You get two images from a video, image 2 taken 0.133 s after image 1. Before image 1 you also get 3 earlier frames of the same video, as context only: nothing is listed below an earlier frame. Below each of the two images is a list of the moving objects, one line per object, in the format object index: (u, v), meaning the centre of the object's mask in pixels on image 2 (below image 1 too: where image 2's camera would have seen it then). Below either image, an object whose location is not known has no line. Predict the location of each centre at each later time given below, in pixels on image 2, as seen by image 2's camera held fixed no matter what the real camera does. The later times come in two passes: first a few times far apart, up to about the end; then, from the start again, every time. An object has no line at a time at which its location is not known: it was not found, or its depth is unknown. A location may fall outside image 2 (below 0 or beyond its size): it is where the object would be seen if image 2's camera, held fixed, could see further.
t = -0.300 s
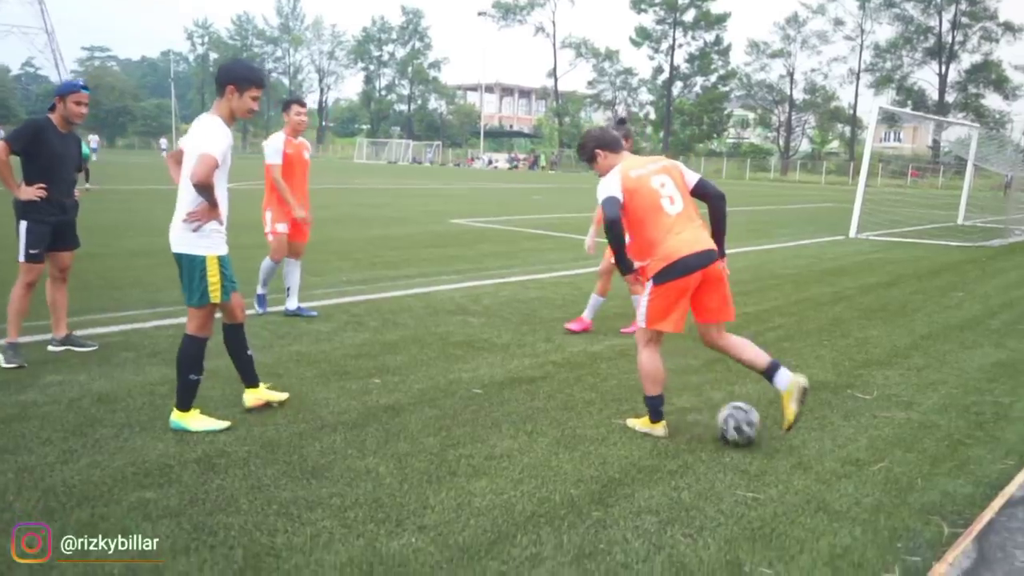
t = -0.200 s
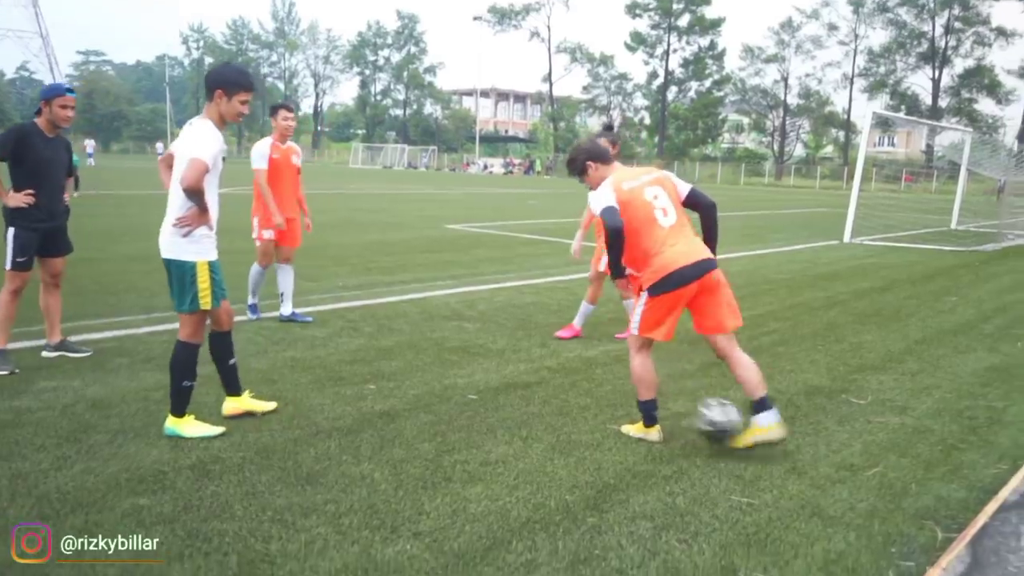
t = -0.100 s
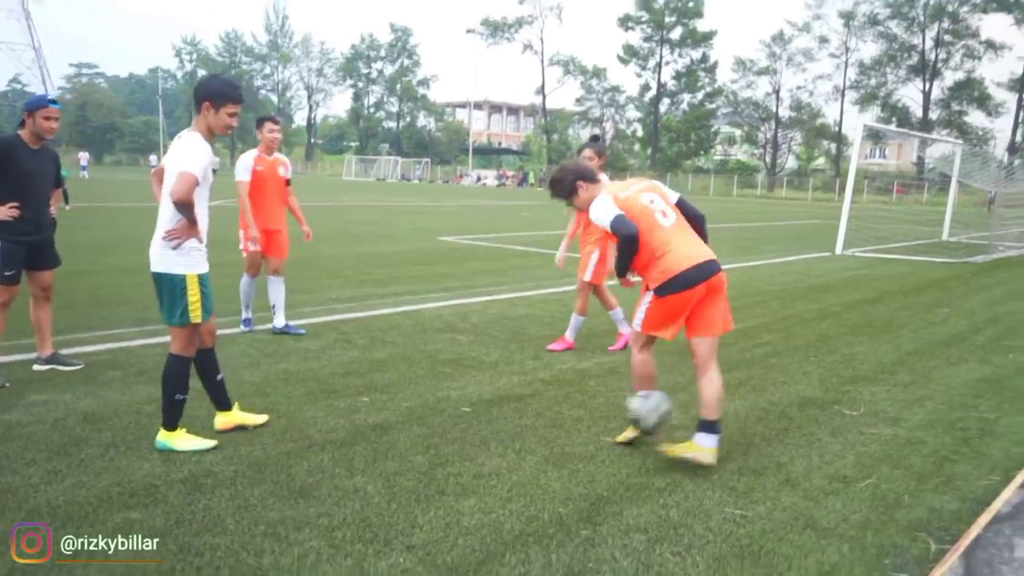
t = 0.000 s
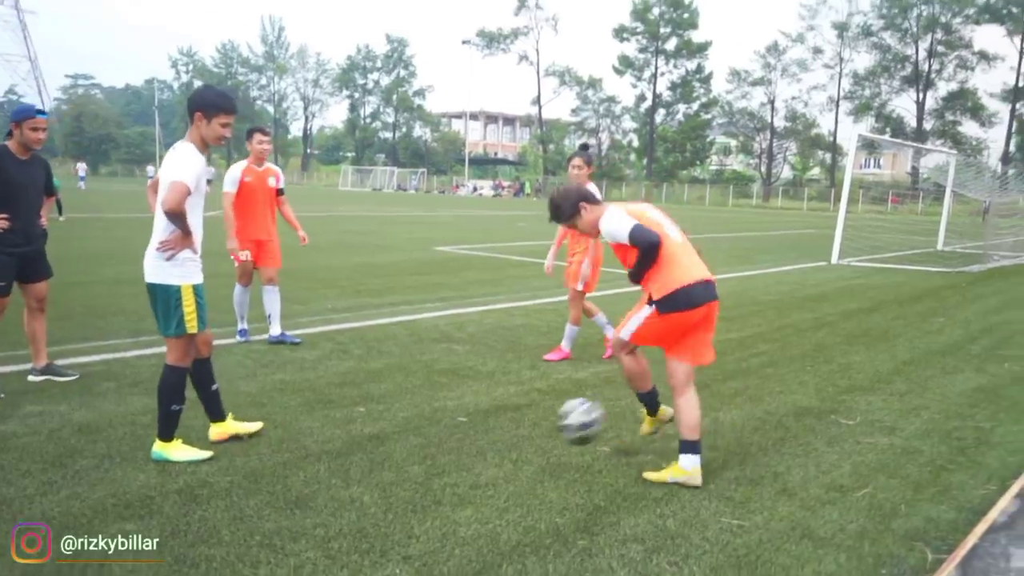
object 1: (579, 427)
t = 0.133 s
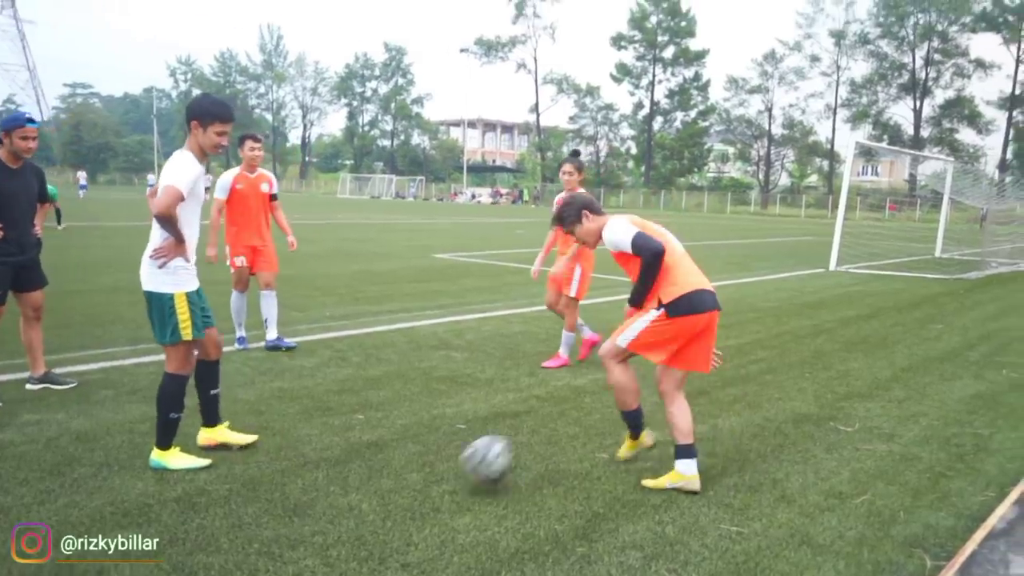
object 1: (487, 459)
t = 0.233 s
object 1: (438, 459)
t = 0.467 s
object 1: (344, 480)
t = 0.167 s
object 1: (465, 472)
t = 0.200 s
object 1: (450, 462)
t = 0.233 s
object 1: (438, 459)
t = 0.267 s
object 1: (424, 457)
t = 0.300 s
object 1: (411, 456)
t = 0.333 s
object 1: (398, 458)
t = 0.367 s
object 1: (383, 463)
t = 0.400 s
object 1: (369, 470)
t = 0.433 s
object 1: (355, 480)
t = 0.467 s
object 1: (344, 480)
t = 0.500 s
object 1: (330, 477)
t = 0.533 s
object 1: (319, 478)
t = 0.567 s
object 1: (308, 484)
